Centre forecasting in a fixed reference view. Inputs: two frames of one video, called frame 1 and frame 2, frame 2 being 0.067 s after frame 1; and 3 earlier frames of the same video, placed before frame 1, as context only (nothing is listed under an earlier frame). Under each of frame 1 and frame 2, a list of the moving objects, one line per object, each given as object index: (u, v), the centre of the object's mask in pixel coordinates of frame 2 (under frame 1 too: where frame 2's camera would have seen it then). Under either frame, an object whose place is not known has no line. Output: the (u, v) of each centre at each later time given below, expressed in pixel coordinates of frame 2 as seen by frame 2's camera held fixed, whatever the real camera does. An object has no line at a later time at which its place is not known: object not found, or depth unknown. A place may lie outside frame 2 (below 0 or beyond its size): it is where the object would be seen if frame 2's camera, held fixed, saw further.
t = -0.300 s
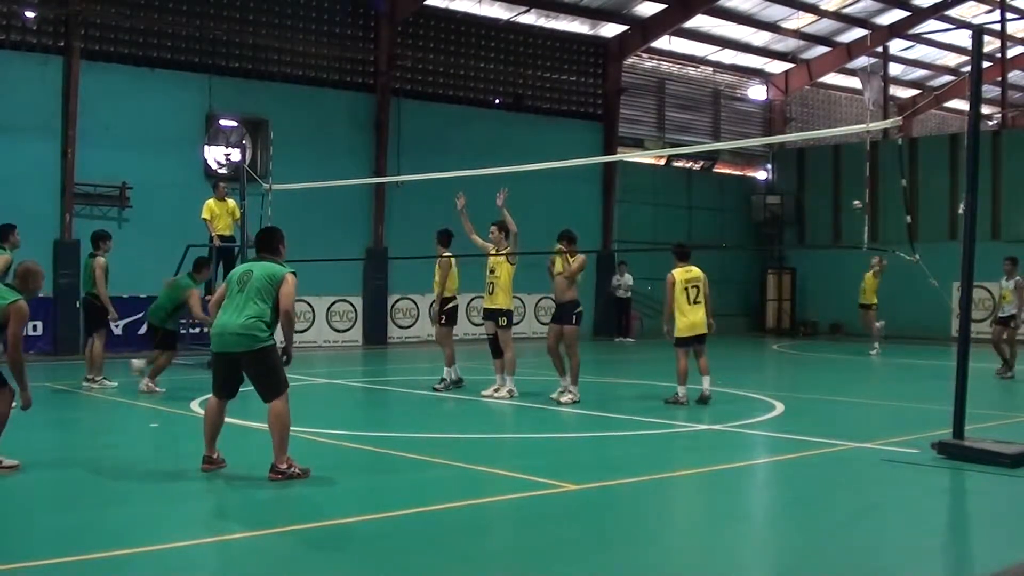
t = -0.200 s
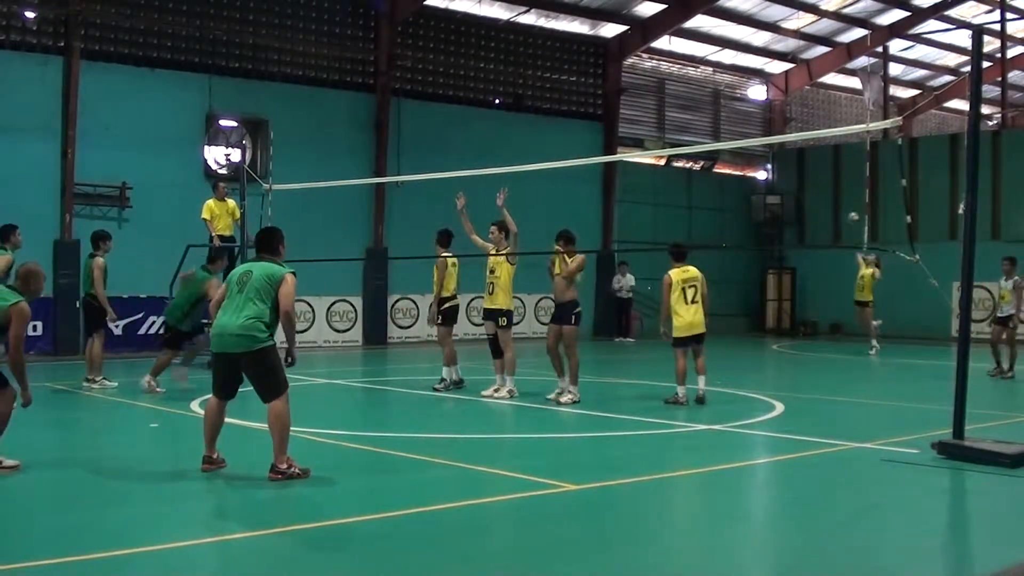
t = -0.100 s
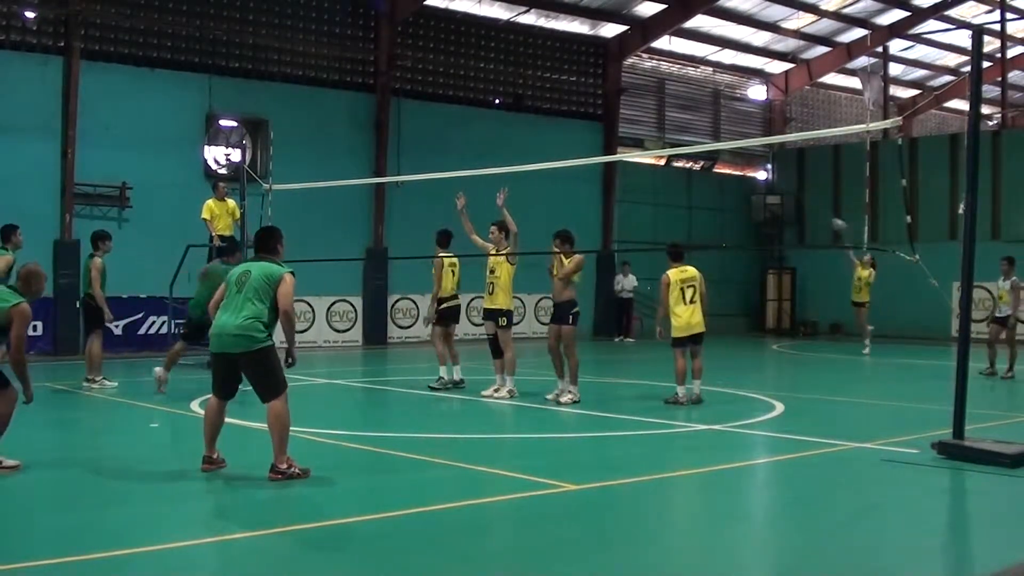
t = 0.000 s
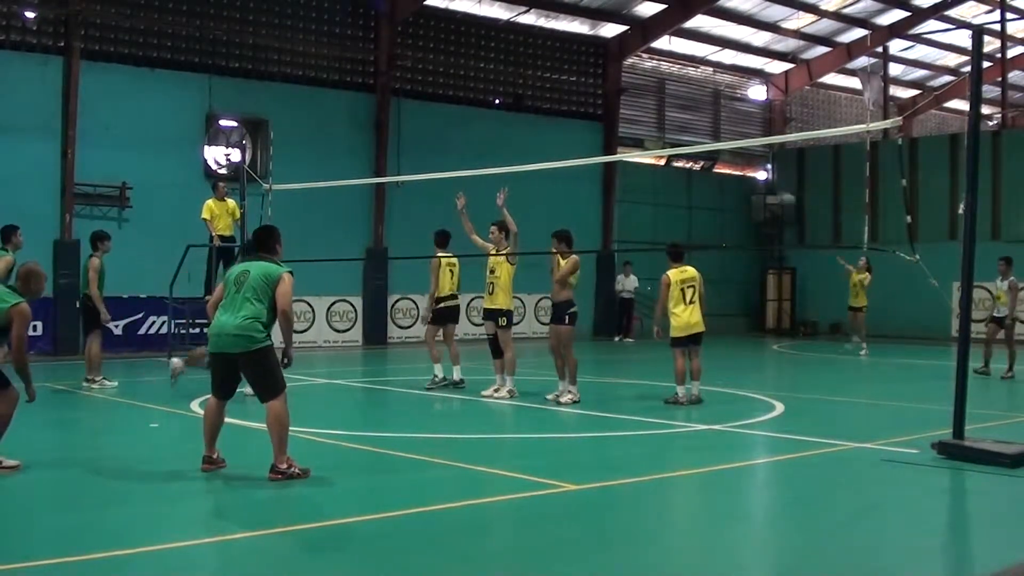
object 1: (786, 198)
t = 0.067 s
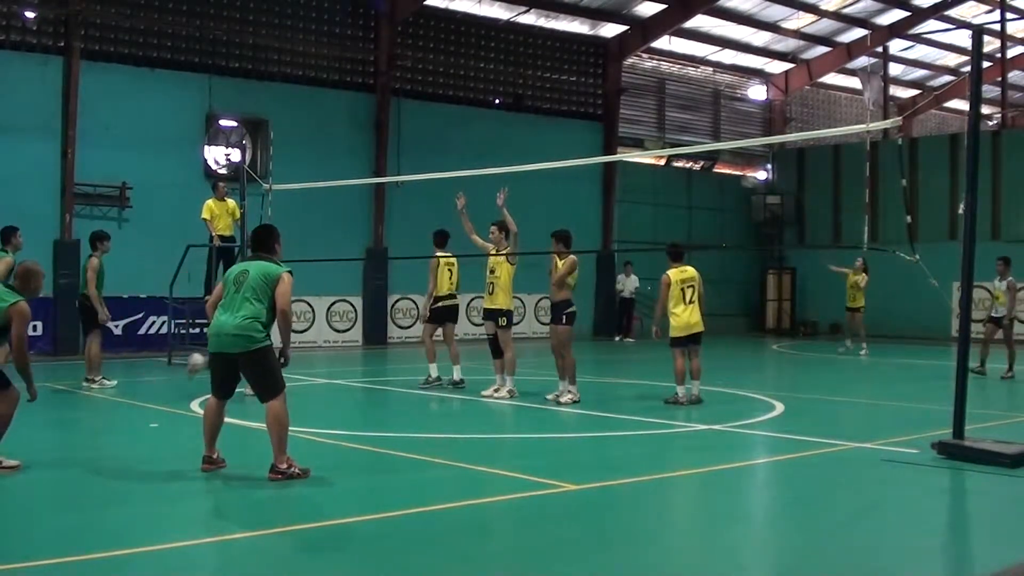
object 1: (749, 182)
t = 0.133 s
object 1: (709, 168)
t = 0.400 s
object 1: (531, 140)
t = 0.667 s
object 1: (310, 164)
